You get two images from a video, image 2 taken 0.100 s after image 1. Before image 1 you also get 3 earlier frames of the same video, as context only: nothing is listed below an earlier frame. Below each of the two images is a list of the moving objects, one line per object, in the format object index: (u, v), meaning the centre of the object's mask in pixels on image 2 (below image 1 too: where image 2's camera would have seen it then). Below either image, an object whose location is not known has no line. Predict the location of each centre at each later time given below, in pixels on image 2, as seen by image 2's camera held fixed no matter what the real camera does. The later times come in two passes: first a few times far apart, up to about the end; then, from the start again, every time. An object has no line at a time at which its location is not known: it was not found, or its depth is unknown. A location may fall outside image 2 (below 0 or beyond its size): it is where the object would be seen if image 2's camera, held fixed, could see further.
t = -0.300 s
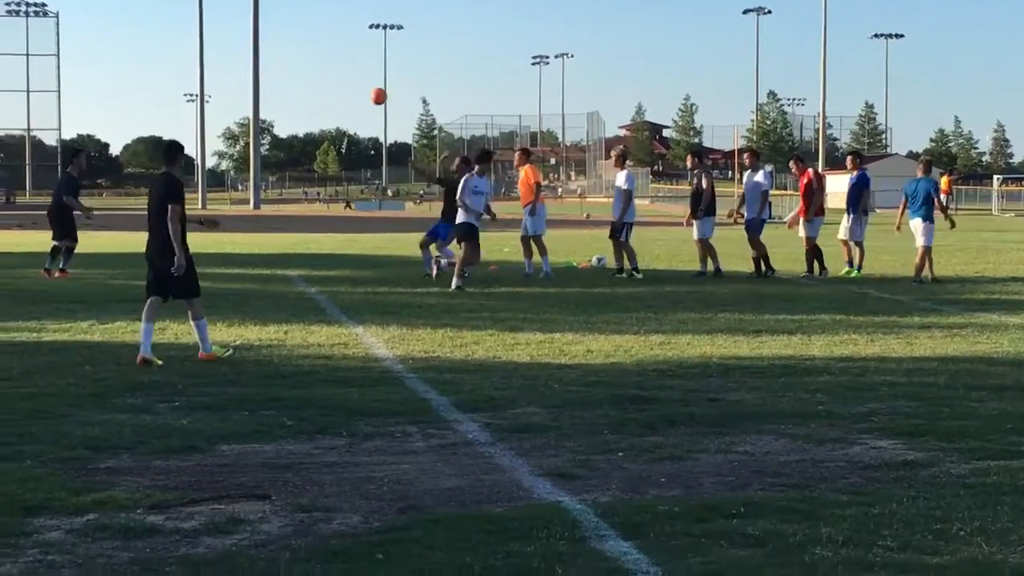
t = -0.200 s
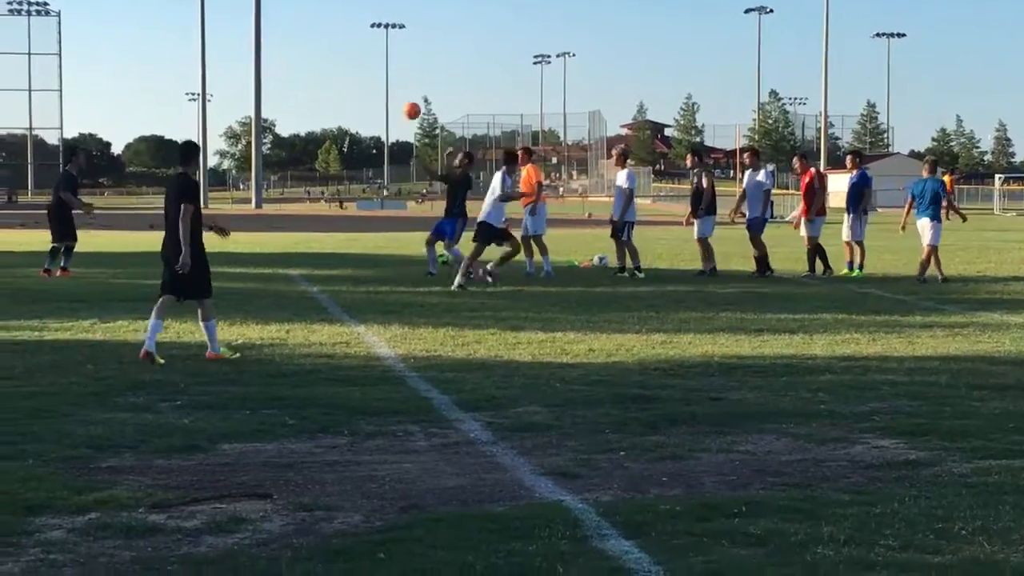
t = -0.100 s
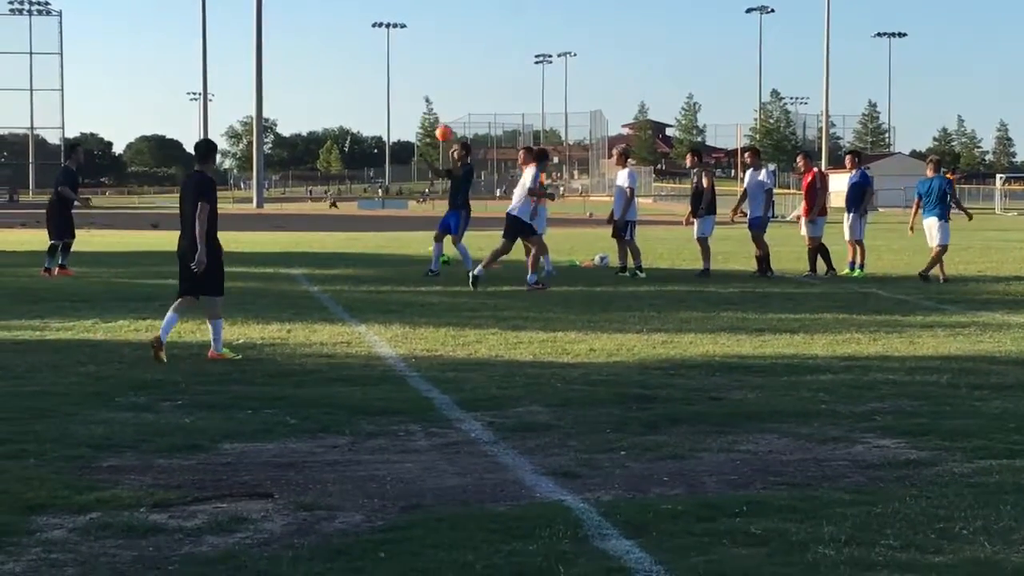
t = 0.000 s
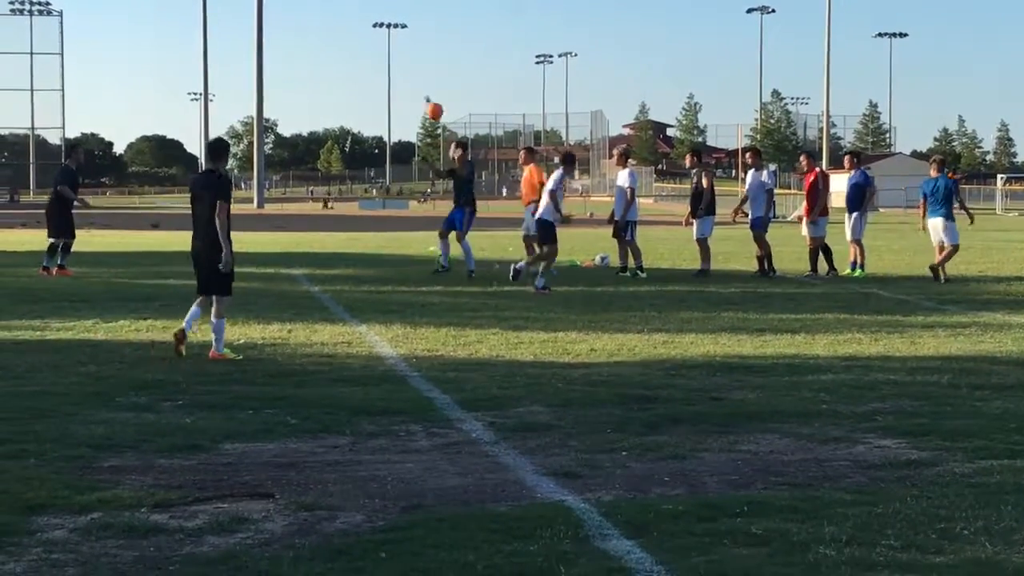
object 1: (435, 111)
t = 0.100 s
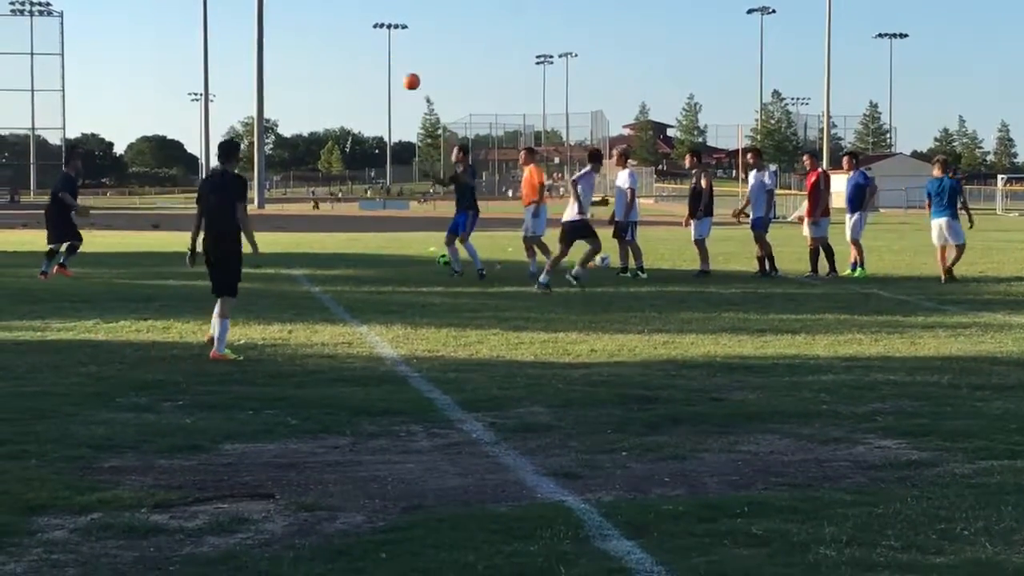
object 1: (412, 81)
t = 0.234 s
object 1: (381, 54)
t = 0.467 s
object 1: (328, 38)
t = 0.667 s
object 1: (286, 58)
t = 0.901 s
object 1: (237, 116)
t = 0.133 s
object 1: (404, 73)
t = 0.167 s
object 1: (396, 66)
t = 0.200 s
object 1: (389, 59)
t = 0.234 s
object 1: (381, 54)
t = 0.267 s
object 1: (373, 49)
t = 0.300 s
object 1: (366, 45)
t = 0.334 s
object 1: (358, 42)
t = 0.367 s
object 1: (350, 40)
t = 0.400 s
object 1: (343, 38)
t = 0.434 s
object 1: (336, 38)
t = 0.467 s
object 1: (328, 38)
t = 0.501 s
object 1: (321, 39)
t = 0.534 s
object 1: (314, 42)
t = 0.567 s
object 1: (306, 44)
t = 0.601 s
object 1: (299, 48)
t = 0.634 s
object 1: (292, 52)
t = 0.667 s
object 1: (286, 58)
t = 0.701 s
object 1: (279, 64)
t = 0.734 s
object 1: (271, 70)
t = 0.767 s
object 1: (264, 78)
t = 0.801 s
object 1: (256, 86)
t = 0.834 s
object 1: (250, 96)
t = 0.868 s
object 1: (243, 105)
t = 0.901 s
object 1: (237, 116)
